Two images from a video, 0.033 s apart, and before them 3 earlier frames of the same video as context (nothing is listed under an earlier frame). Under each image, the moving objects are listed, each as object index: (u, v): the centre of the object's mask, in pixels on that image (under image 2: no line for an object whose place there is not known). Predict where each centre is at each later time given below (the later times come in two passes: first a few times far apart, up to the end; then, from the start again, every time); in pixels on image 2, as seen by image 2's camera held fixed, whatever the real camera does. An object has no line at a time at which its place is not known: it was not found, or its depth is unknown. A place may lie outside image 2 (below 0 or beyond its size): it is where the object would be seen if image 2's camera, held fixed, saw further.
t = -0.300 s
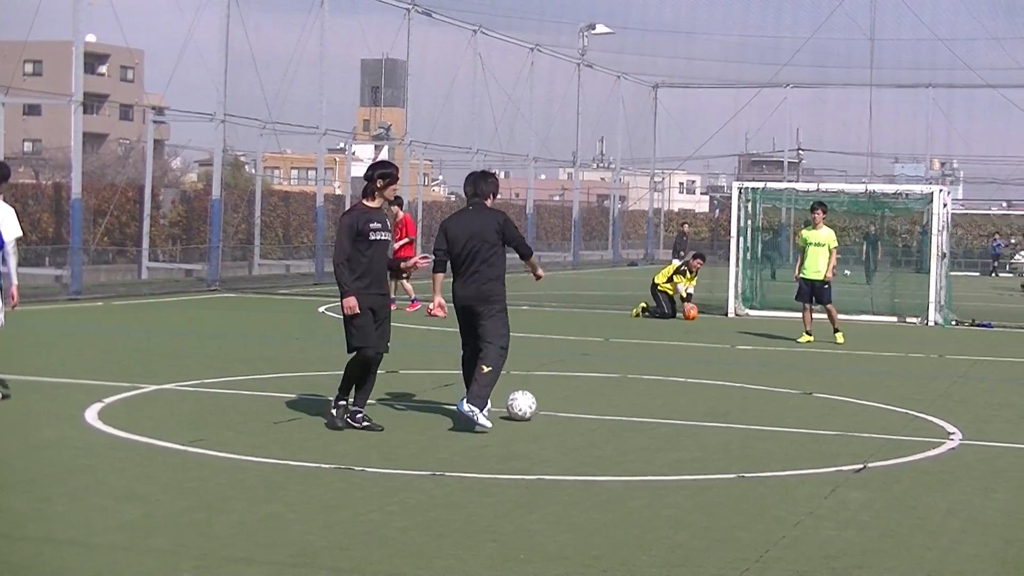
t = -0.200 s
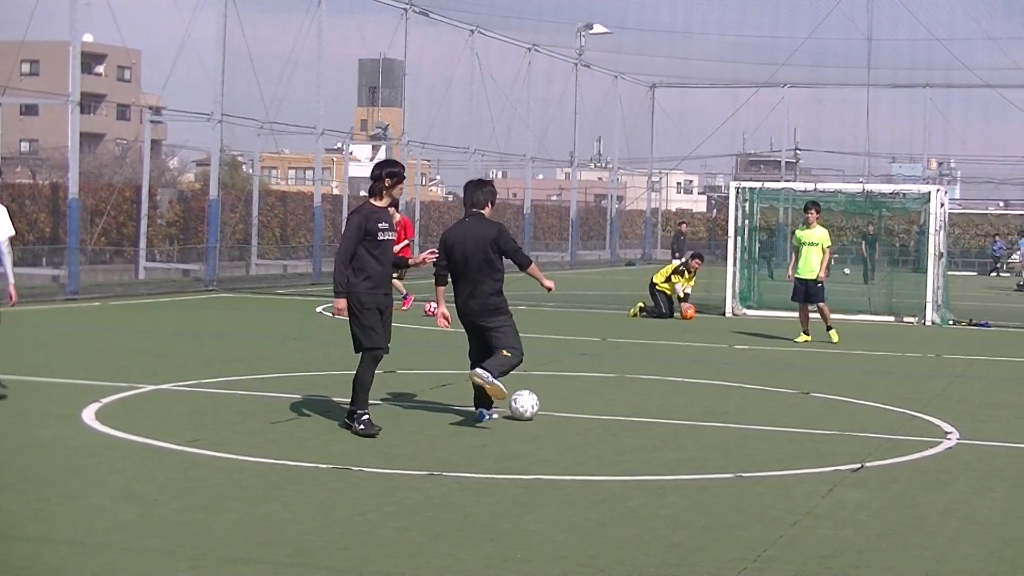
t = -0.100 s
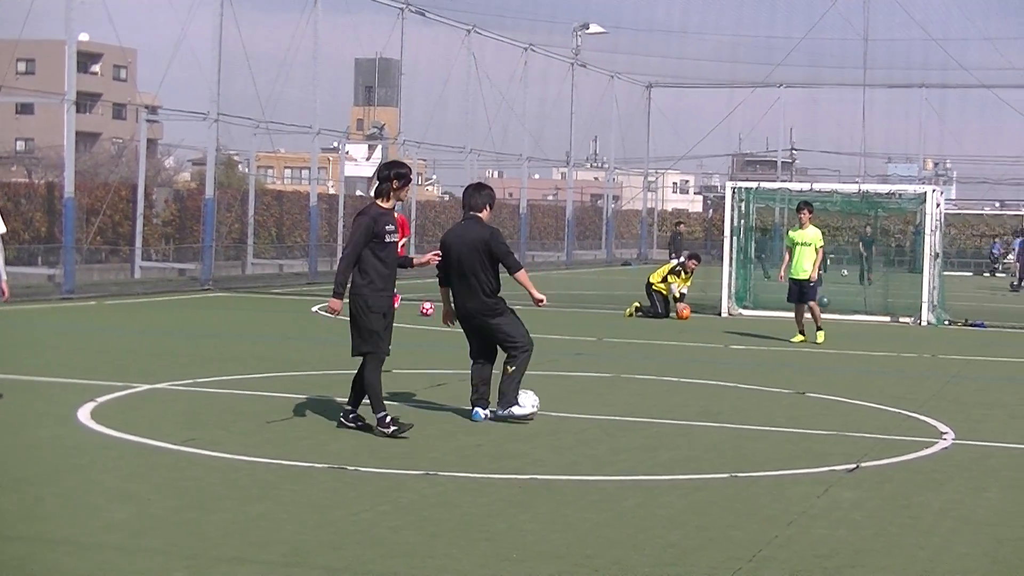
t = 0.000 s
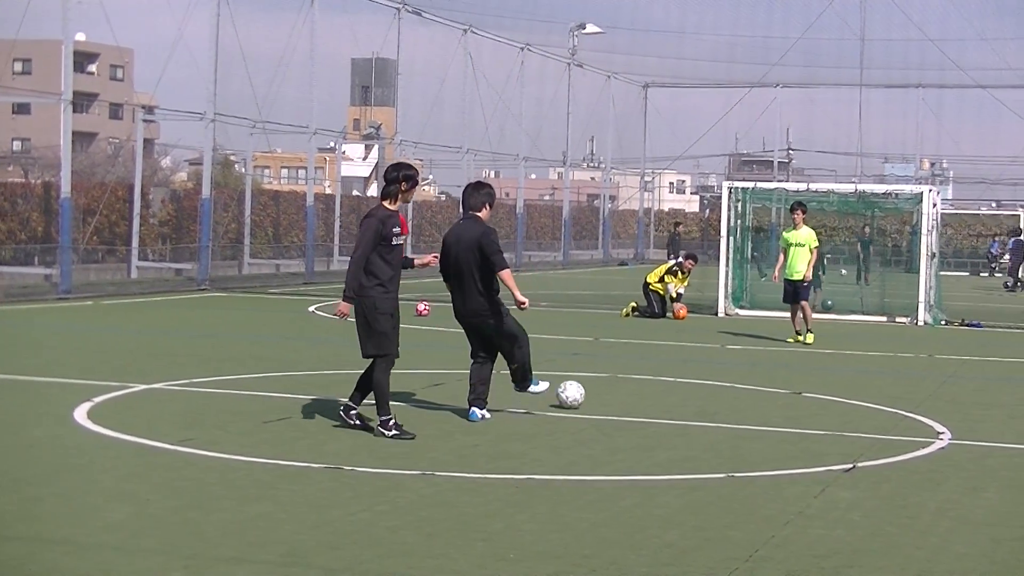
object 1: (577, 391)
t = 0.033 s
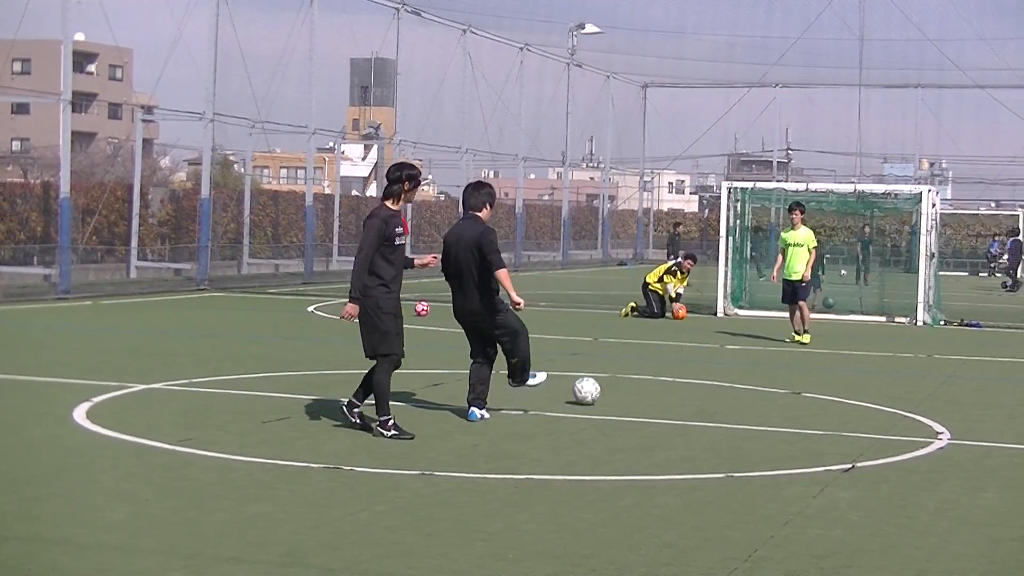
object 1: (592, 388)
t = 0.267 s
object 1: (682, 370)
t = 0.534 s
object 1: (749, 357)
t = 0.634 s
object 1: (765, 356)
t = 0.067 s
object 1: (608, 385)
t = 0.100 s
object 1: (623, 380)
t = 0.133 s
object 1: (635, 378)
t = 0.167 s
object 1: (648, 377)
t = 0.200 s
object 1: (660, 373)
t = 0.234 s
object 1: (671, 371)
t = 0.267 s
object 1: (682, 370)
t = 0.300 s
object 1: (692, 368)
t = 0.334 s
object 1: (702, 365)
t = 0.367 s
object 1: (711, 364)
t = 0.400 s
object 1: (720, 361)
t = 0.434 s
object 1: (724, 363)
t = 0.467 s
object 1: (735, 360)
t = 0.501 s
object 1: (739, 361)
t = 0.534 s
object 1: (749, 357)
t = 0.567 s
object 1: (753, 358)
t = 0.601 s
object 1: (760, 358)
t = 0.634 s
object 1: (765, 356)
